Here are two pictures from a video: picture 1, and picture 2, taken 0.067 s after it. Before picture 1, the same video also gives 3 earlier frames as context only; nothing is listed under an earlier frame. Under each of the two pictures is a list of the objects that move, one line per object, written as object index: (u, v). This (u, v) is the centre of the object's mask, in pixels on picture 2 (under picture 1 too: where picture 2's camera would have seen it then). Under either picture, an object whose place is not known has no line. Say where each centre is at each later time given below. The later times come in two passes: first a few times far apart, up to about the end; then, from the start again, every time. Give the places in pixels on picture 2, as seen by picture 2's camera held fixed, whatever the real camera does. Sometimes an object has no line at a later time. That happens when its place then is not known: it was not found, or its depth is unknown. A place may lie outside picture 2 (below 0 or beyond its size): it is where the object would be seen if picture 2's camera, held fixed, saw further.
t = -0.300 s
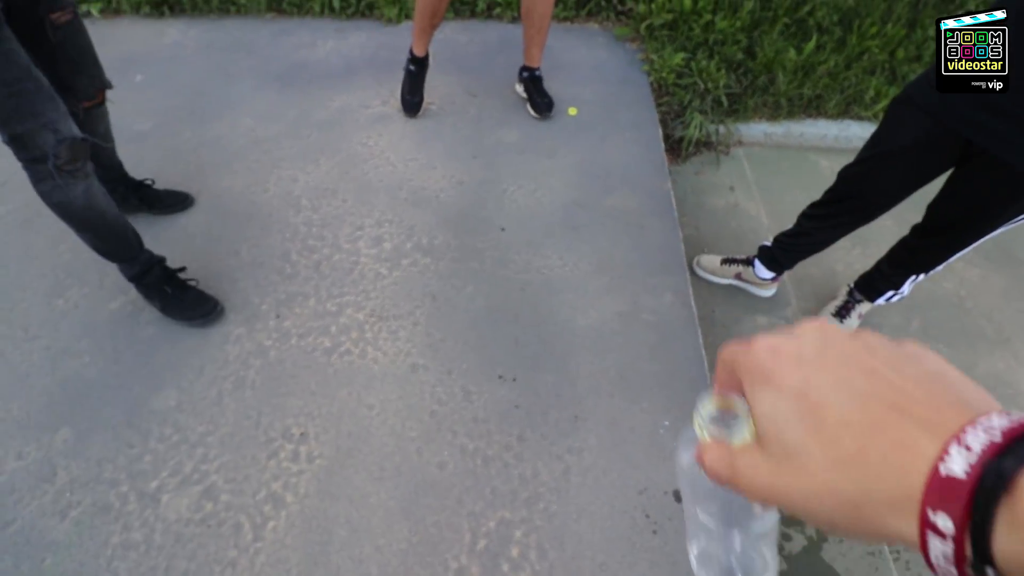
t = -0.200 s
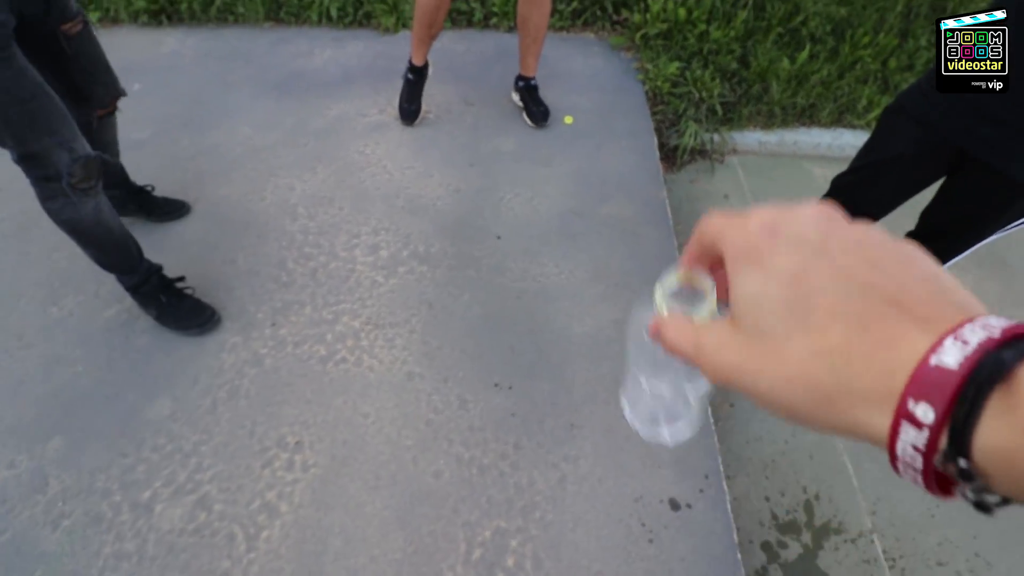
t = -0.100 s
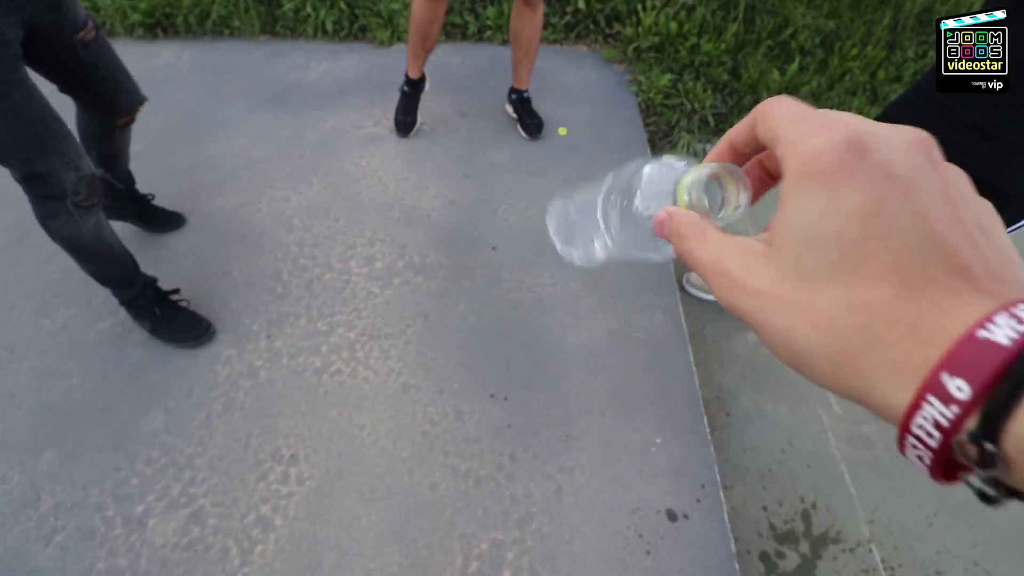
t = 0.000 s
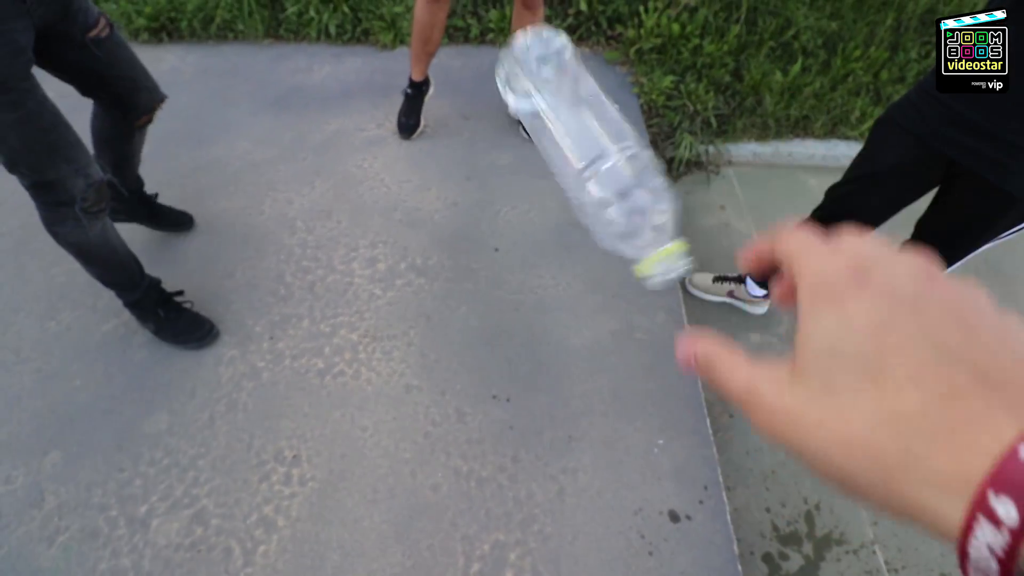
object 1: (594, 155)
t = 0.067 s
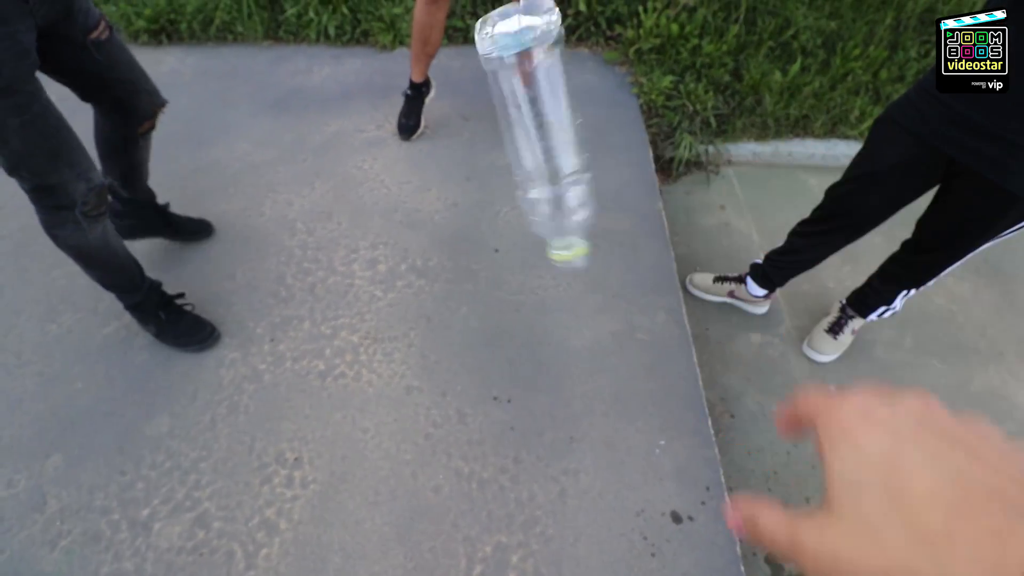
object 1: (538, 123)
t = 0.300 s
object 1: (461, 251)
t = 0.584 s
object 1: (476, 446)
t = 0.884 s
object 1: (474, 488)
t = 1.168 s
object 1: (461, 494)
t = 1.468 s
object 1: (451, 500)
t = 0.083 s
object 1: (528, 122)
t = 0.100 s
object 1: (519, 119)
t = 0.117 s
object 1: (511, 120)
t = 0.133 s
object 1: (505, 124)
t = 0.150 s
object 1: (500, 130)
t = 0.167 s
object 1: (495, 140)
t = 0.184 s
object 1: (492, 154)
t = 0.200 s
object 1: (488, 174)
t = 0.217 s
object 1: (482, 192)
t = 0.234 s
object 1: (476, 205)
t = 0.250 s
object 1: (470, 217)
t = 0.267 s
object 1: (466, 228)
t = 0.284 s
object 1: (463, 238)
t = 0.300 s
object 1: (461, 251)
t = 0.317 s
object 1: (460, 267)
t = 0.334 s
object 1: (461, 284)
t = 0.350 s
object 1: (461, 300)
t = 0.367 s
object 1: (463, 319)
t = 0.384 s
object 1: (464, 337)
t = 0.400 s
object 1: (467, 357)
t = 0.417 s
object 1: (469, 376)
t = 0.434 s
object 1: (471, 394)
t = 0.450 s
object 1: (472, 411)
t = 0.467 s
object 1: (474, 425)
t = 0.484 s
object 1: (474, 431)
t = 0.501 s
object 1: (474, 433)
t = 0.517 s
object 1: (473, 432)
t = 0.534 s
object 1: (473, 434)
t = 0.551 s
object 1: (474, 437)
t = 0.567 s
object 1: (475, 441)
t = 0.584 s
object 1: (476, 446)
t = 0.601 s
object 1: (479, 452)
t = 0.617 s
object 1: (479, 455)
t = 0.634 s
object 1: (480, 460)
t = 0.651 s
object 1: (482, 467)
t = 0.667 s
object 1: (483, 473)
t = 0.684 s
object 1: (482, 475)
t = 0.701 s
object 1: (483, 478)
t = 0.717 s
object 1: (482, 478)
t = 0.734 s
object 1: (482, 479)
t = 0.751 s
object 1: (481, 480)
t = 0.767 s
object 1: (480, 481)
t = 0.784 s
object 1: (479, 482)
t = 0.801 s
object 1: (479, 484)
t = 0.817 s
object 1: (478, 485)
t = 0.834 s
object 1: (477, 486)
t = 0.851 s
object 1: (476, 487)
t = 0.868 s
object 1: (475, 487)
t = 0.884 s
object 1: (474, 488)
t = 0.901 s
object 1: (472, 488)
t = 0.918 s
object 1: (471, 488)
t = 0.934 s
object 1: (470, 489)
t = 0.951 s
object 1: (470, 489)
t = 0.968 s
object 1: (469, 489)
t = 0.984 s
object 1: (469, 490)
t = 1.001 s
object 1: (468, 490)
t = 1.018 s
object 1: (468, 490)
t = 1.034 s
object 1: (468, 490)
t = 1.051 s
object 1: (466, 491)
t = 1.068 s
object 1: (466, 491)
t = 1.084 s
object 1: (466, 492)
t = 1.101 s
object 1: (464, 491)
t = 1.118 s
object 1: (464, 492)
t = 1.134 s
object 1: (462, 492)
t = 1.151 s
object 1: (462, 493)
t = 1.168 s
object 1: (461, 494)
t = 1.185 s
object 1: (460, 494)
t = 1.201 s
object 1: (460, 495)
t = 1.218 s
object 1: (459, 495)
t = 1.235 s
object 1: (459, 496)
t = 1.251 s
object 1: (458, 496)
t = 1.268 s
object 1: (458, 497)
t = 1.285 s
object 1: (458, 496)
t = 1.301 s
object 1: (457, 497)
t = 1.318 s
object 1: (457, 497)
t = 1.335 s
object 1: (457, 497)
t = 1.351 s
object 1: (456, 497)
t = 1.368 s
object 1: (456, 498)
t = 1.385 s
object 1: (455, 498)
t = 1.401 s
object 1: (454, 498)
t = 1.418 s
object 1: (453, 499)
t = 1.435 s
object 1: (452, 499)
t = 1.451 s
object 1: (452, 500)
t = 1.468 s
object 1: (451, 500)
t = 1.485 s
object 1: (451, 500)
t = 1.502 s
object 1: (450, 500)
